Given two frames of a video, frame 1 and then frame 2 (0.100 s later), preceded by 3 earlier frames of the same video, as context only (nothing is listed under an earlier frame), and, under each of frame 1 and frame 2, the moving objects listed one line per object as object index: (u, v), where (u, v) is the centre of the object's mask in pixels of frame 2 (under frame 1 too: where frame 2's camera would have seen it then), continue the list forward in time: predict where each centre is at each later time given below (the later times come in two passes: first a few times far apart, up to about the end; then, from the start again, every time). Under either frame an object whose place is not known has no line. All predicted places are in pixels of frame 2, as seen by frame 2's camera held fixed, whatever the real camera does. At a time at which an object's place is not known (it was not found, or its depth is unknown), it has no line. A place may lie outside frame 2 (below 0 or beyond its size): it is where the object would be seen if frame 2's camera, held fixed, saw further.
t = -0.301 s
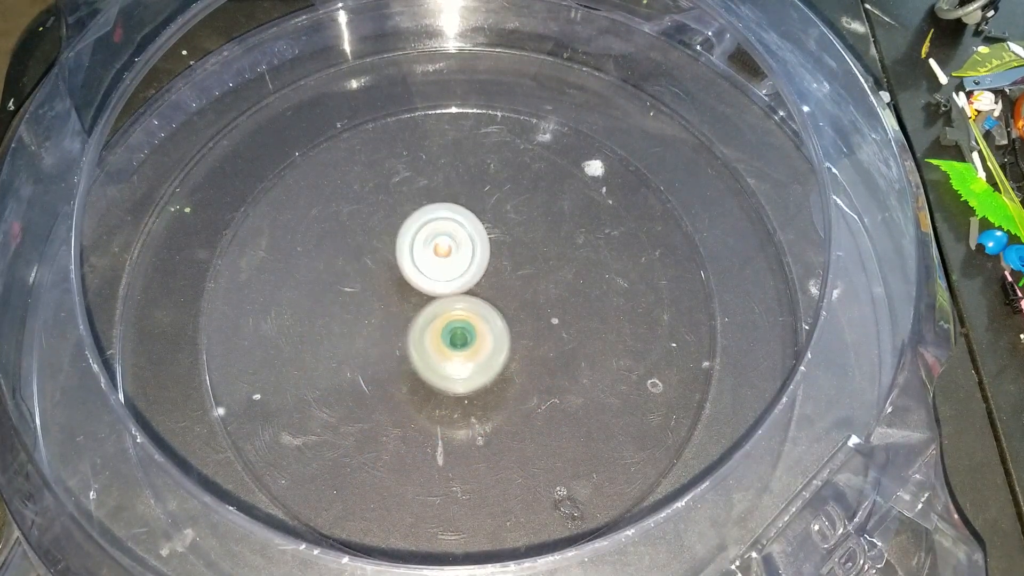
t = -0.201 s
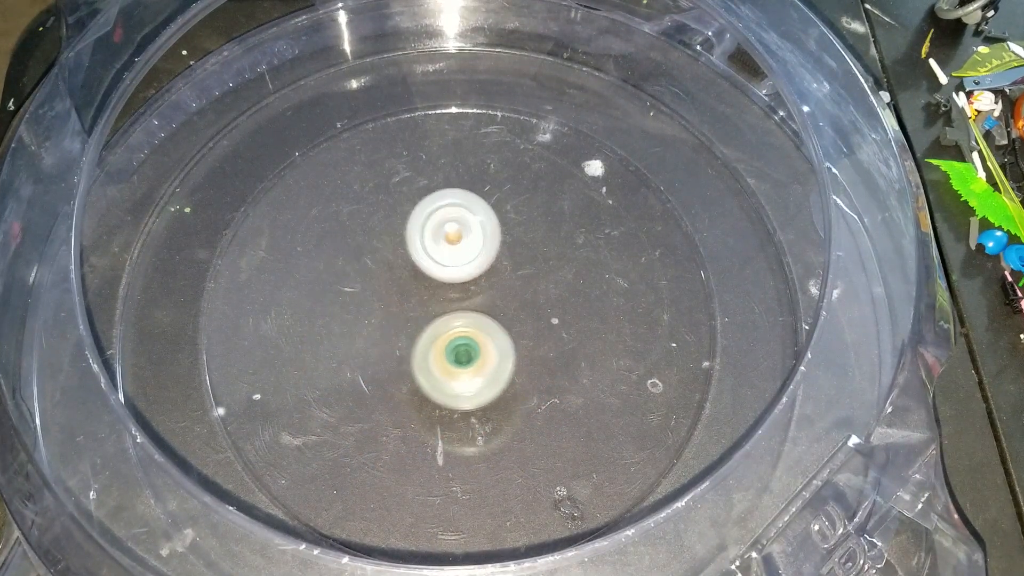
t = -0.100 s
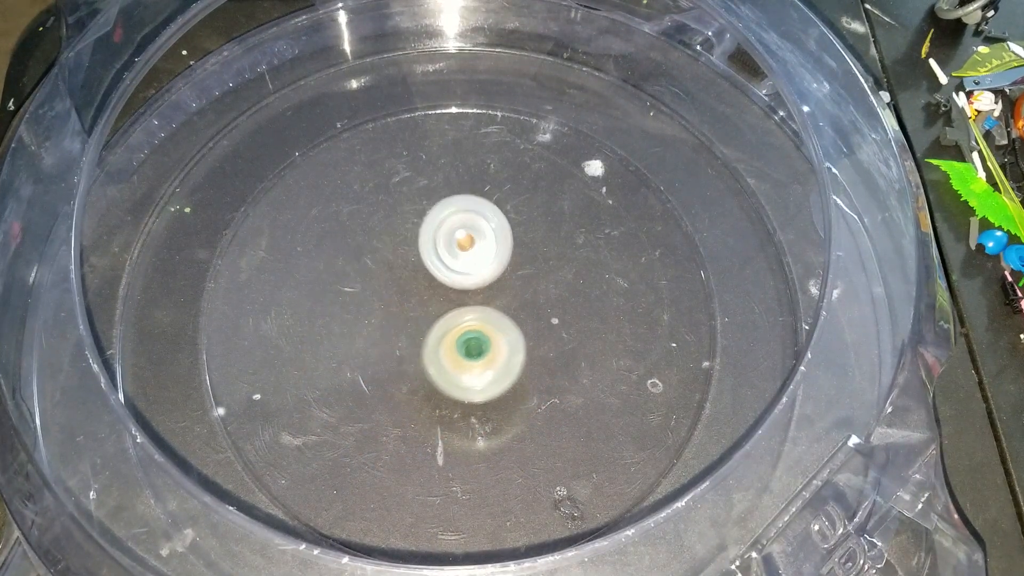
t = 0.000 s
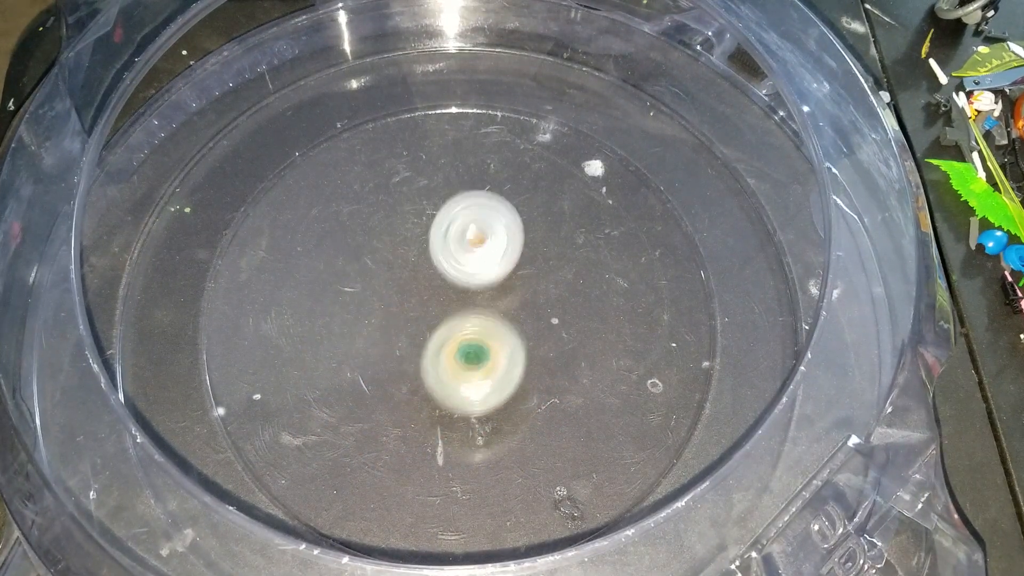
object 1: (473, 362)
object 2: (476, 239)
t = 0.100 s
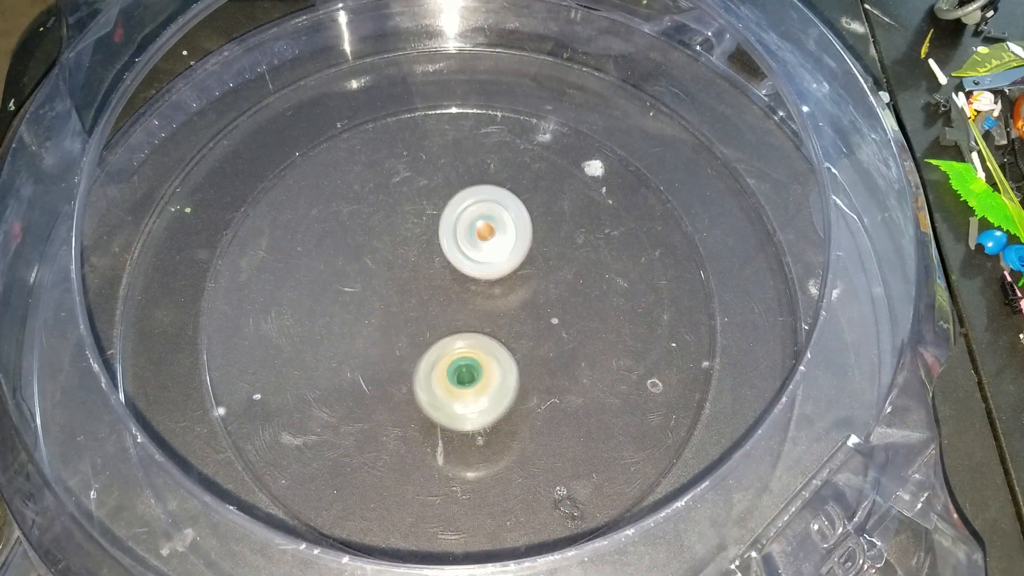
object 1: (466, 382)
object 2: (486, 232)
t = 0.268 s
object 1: (473, 367)
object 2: (479, 264)
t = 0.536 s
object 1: (455, 373)
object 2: (488, 281)
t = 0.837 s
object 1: (418, 361)
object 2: (489, 283)
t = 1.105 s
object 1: (397, 353)
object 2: (488, 300)
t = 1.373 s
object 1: (384, 335)
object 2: (485, 313)
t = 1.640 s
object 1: (385, 307)
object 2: (487, 321)
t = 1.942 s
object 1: (407, 280)
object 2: (487, 336)
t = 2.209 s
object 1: (440, 270)
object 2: (485, 351)
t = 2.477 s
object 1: (471, 271)
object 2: (465, 366)
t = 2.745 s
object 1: (488, 288)
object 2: (439, 370)
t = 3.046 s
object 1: (486, 307)
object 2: (402, 358)
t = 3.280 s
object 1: (483, 326)
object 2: (380, 337)
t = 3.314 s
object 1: (482, 328)
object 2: (378, 333)
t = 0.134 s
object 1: (467, 382)
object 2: (486, 236)
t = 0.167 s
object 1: (469, 380)
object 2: (485, 242)
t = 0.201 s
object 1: (471, 377)
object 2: (484, 249)
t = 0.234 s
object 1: (472, 372)
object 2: (481, 256)
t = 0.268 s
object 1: (473, 367)
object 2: (479, 264)
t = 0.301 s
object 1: (472, 365)
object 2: (478, 270)
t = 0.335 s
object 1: (470, 367)
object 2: (479, 271)
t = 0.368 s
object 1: (469, 368)
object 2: (481, 274)
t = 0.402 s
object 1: (465, 371)
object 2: (483, 275)
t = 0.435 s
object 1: (463, 373)
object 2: (485, 277)
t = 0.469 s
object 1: (462, 372)
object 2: (486, 281)
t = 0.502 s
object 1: (459, 372)
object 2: (486, 282)
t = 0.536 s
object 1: (455, 373)
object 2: (488, 281)
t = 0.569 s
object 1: (452, 371)
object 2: (488, 281)
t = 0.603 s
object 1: (449, 368)
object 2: (488, 282)
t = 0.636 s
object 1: (444, 368)
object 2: (488, 281)
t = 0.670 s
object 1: (440, 367)
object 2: (488, 282)
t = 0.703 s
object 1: (435, 366)
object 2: (488, 283)
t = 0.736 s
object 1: (430, 364)
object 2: (487, 284)
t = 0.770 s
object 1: (427, 362)
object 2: (487, 286)
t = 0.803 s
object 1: (421, 362)
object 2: (489, 284)
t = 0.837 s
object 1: (418, 361)
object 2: (489, 283)
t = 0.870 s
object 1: (417, 359)
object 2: (488, 286)
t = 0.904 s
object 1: (414, 358)
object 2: (487, 289)
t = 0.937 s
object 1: (411, 357)
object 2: (489, 290)
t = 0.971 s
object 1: (408, 357)
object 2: (488, 292)
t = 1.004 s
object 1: (408, 355)
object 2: (486, 295)
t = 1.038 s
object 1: (403, 356)
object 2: (488, 296)
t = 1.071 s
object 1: (400, 355)
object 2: (489, 297)
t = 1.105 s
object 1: (397, 353)
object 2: (488, 300)
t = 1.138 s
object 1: (396, 351)
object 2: (485, 303)
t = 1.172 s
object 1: (393, 349)
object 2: (484, 305)
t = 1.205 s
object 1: (388, 348)
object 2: (486, 306)
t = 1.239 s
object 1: (387, 346)
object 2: (486, 308)
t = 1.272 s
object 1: (386, 344)
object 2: (485, 309)
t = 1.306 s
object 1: (387, 341)
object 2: (484, 311)
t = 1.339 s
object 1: (384, 338)
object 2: (485, 312)
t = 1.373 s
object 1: (384, 335)
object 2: (485, 313)
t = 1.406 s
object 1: (384, 331)
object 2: (485, 313)
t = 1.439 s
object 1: (380, 327)
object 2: (490, 314)
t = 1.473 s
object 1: (380, 323)
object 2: (490, 315)
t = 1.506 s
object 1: (381, 320)
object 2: (488, 316)
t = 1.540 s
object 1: (383, 317)
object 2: (486, 317)
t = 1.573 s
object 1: (383, 313)
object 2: (486, 318)
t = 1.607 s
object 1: (383, 309)
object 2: (487, 320)
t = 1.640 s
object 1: (385, 307)
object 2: (487, 321)
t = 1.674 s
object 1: (387, 303)
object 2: (486, 323)
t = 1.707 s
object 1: (388, 299)
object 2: (488, 325)
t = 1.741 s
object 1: (390, 296)
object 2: (487, 326)
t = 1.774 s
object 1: (393, 293)
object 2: (486, 326)
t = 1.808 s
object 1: (395, 290)
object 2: (486, 328)
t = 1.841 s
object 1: (398, 287)
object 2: (486, 330)
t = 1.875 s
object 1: (399, 284)
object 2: (487, 332)
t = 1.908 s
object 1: (403, 283)
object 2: (486, 334)
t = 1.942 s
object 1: (407, 280)
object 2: (487, 336)
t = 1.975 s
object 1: (408, 277)
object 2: (488, 340)
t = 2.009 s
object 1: (412, 274)
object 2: (489, 342)
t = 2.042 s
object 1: (416, 274)
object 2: (488, 343)
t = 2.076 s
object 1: (421, 273)
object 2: (488, 343)
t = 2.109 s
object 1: (426, 273)
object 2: (487, 346)
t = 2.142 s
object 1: (430, 271)
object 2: (488, 349)
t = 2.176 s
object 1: (435, 270)
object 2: (487, 351)
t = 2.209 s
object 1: (440, 270)
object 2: (485, 351)
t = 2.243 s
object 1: (444, 270)
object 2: (483, 353)
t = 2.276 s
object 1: (448, 269)
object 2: (482, 356)
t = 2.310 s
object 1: (453, 269)
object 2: (480, 357)
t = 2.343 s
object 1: (457, 270)
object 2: (478, 358)
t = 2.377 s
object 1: (460, 270)
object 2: (475, 360)
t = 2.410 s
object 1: (464, 271)
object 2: (472, 361)
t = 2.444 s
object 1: (468, 271)
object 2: (469, 364)
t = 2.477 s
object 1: (471, 271)
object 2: (465, 366)
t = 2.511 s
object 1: (473, 272)
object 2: (462, 366)
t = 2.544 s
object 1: (476, 275)
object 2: (460, 366)
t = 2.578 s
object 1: (478, 277)
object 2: (457, 366)
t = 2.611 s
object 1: (480, 277)
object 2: (453, 368)
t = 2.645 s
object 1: (483, 279)
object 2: (450, 369)
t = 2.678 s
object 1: (485, 282)
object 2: (447, 369)
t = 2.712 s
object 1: (486, 286)
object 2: (444, 369)
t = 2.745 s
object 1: (488, 288)
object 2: (439, 370)
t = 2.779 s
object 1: (490, 290)
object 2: (435, 370)
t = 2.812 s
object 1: (491, 293)
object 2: (432, 368)
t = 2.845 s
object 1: (490, 295)
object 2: (428, 367)
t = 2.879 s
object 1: (490, 296)
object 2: (424, 367)
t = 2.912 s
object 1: (490, 298)
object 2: (419, 366)
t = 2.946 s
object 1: (489, 301)
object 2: (416, 364)
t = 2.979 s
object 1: (488, 302)
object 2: (411, 363)
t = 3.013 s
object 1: (487, 305)
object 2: (406, 361)
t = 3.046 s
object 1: (486, 307)
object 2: (402, 358)
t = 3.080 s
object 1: (486, 309)
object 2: (396, 356)
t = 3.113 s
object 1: (485, 312)
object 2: (394, 353)
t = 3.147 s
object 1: (484, 315)
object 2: (391, 350)
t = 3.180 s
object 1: (485, 317)
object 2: (388, 347)
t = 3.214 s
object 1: (484, 320)
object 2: (385, 344)
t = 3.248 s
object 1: (484, 323)
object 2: (382, 340)
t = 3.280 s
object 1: (483, 326)
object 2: (380, 337)
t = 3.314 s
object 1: (482, 328)
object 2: (378, 333)
